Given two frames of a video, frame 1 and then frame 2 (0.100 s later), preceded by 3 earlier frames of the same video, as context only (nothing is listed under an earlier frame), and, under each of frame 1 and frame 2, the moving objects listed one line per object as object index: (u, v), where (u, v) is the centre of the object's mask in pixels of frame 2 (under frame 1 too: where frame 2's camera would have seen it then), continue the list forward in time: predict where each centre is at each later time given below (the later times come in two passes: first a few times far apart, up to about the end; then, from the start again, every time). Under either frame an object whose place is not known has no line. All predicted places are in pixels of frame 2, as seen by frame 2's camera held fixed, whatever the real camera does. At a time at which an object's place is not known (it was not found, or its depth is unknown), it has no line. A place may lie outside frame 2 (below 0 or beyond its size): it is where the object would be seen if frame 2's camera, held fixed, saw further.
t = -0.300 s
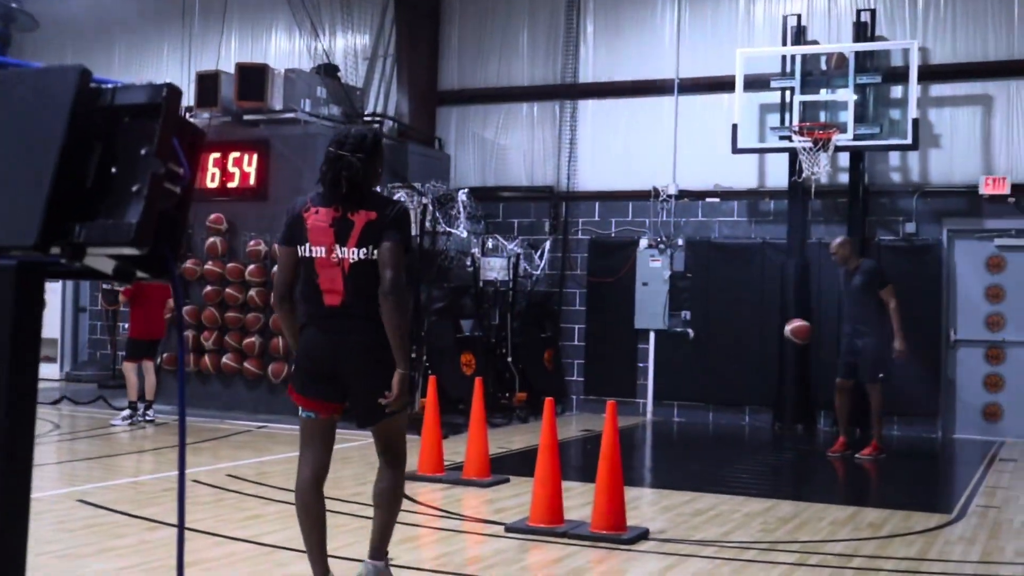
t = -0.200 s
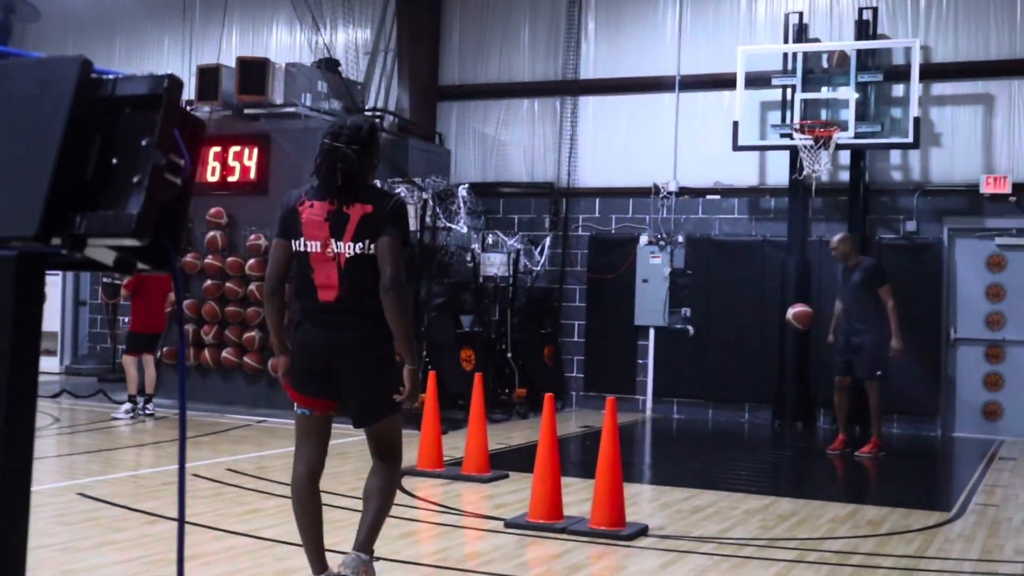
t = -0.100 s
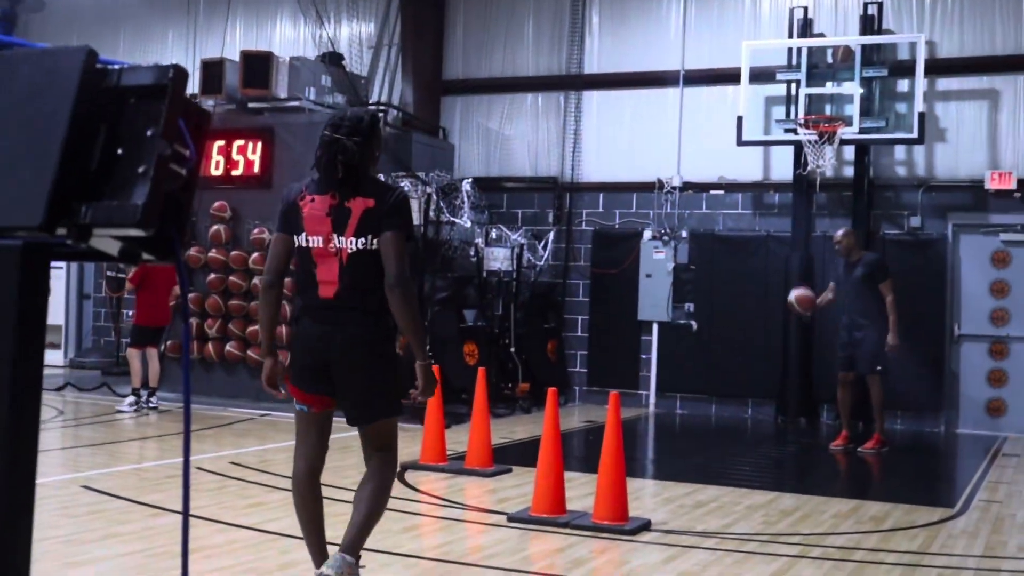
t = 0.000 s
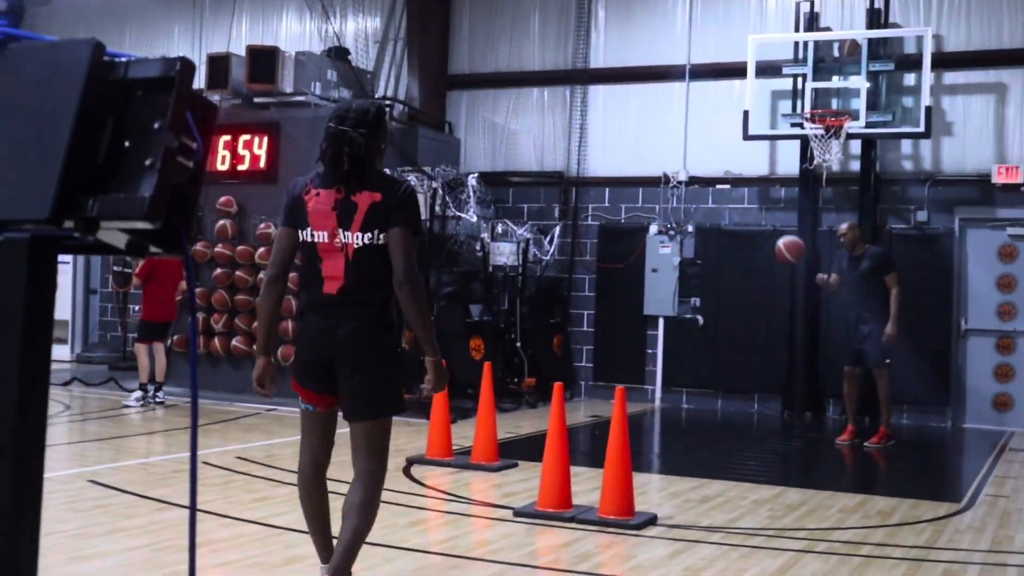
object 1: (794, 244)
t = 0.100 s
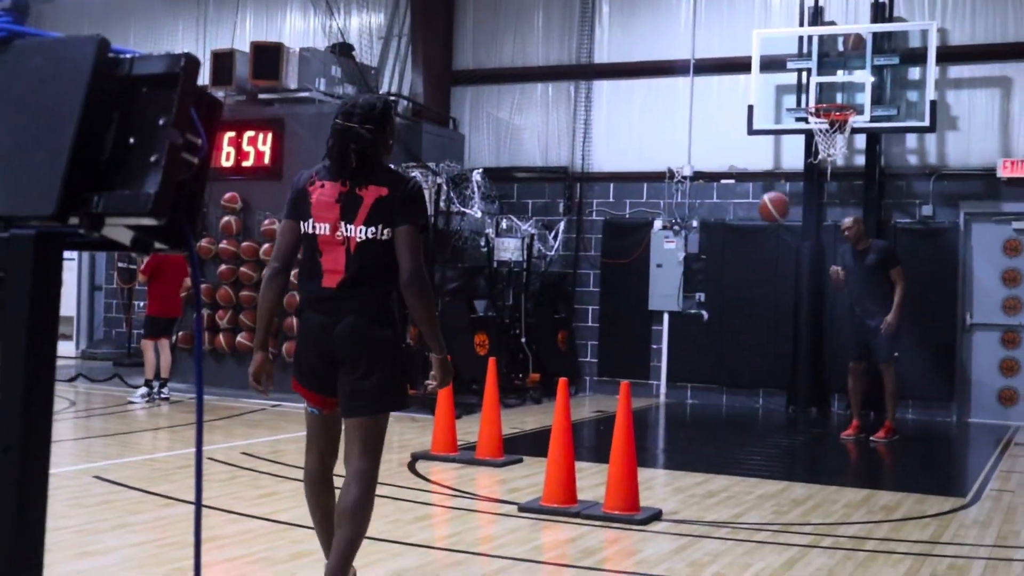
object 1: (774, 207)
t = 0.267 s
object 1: (730, 168)
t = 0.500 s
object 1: (648, 174)
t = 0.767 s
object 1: (508, 319)
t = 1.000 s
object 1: (353, 490)
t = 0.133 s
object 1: (765, 197)
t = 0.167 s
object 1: (757, 188)
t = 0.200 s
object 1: (748, 180)
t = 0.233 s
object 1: (740, 172)
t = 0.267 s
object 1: (730, 168)
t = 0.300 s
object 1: (721, 164)
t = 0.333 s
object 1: (710, 161)
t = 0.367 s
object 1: (699, 161)
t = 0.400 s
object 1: (687, 161)
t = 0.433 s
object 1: (674, 164)
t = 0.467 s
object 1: (661, 168)
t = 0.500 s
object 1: (648, 174)
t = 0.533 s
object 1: (633, 182)
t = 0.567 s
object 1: (618, 193)
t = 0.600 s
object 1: (602, 206)
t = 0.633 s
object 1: (585, 222)
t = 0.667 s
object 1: (568, 241)
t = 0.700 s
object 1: (549, 264)
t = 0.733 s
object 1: (529, 289)
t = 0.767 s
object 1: (508, 319)
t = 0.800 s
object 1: (485, 353)
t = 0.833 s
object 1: (462, 391)
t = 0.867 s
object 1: (437, 435)
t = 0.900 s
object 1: (410, 484)
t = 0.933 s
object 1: (380, 542)
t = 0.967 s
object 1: (364, 526)
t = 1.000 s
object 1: (353, 490)
